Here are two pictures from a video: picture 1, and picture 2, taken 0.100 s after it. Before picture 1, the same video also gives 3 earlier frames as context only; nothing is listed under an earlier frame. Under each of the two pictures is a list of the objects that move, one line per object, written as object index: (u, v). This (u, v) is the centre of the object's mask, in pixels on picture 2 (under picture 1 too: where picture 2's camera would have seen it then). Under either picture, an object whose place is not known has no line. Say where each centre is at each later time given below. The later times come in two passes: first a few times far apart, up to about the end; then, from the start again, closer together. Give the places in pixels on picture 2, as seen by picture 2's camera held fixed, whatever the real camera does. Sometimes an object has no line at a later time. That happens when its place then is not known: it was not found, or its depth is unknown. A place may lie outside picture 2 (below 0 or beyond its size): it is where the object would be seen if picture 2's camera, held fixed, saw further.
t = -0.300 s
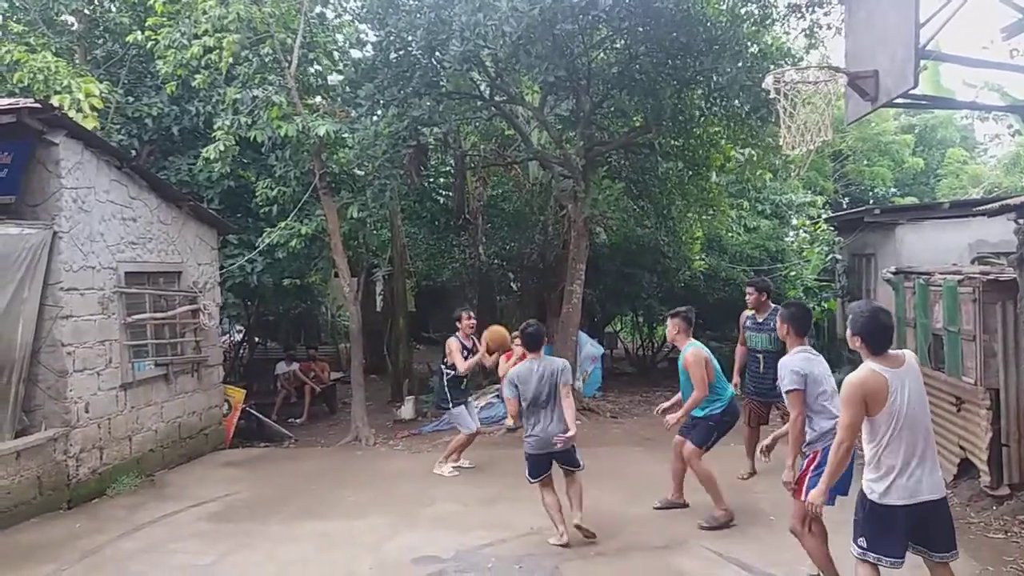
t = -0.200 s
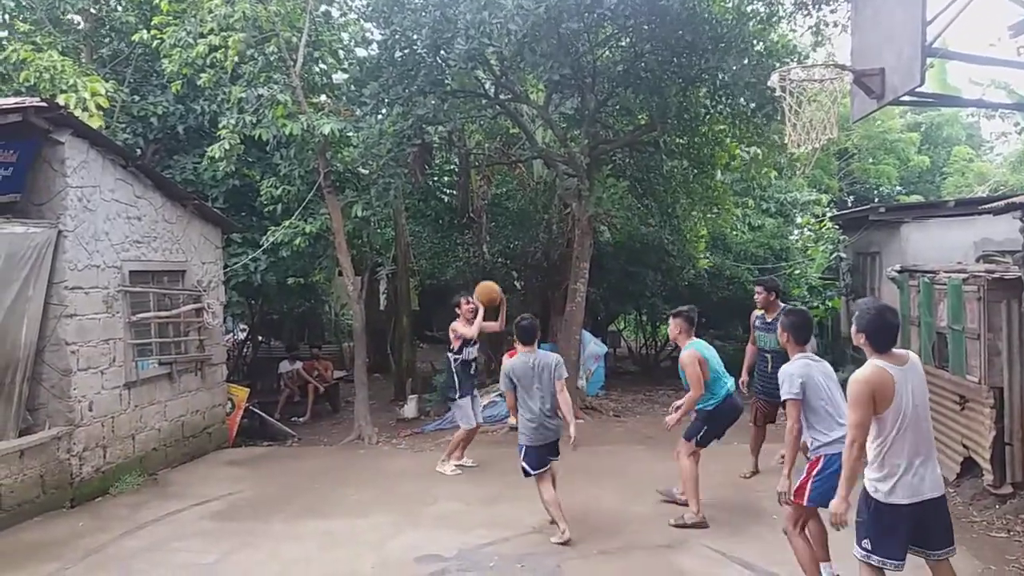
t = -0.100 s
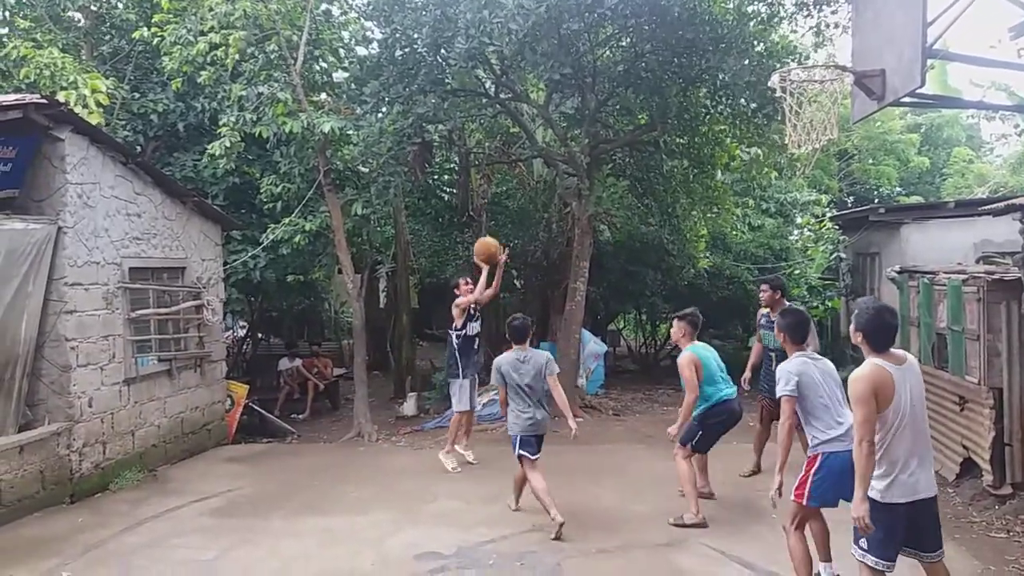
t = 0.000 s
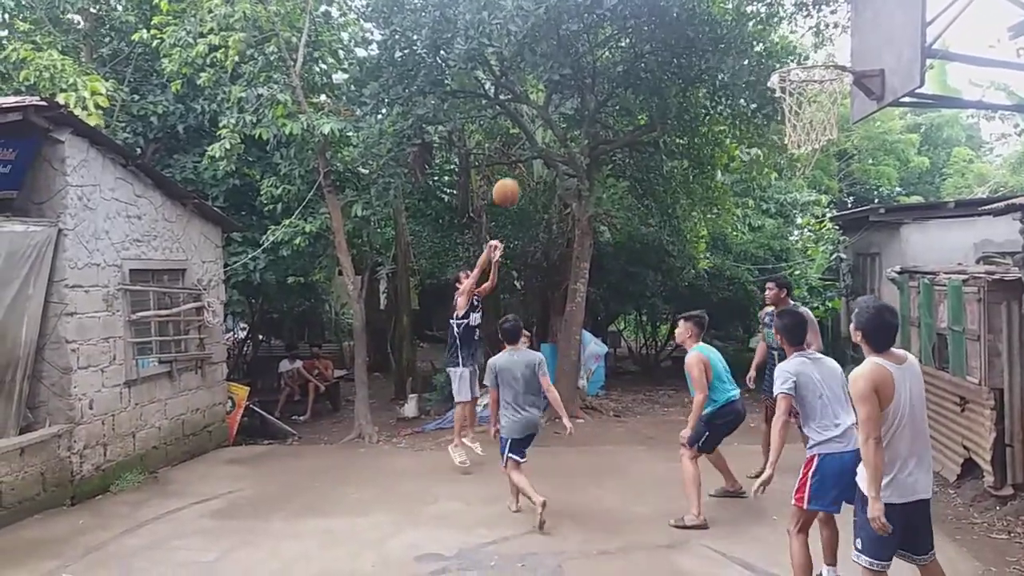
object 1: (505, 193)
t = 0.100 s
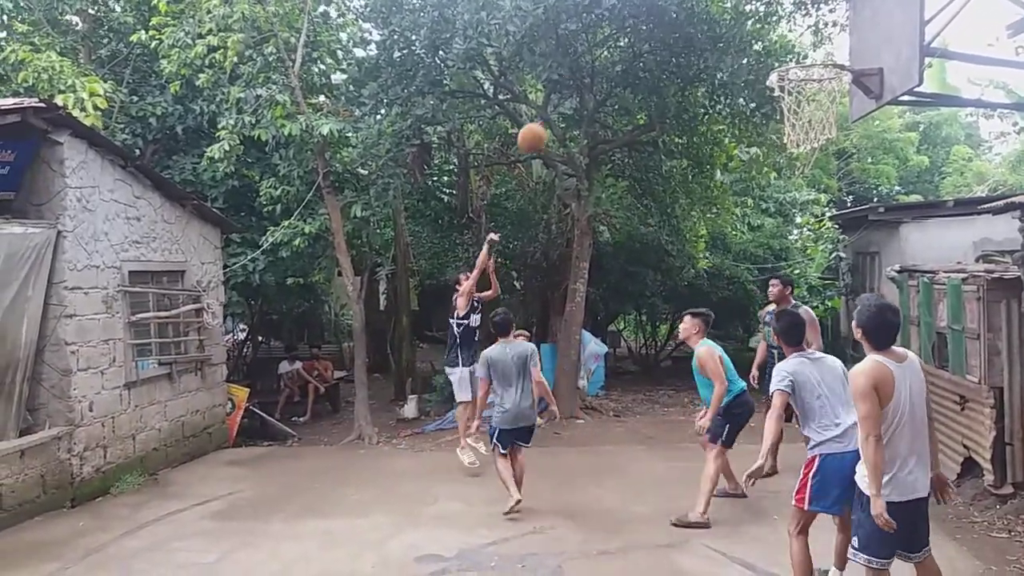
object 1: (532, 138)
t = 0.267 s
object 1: (582, 68)
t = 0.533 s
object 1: (674, 19)
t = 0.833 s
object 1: (781, 52)
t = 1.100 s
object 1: (798, 71)
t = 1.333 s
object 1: (818, 168)
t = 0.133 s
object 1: (542, 121)
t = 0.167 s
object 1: (550, 106)
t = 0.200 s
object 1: (560, 93)
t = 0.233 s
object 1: (570, 80)
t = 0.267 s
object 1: (582, 68)
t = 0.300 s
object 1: (593, 57)
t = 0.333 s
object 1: (603, 48)
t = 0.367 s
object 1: (613, 39)
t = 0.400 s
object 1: (625, 32)
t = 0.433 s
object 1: (639, 26)
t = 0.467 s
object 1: (652, 22)
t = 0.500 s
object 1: (663, 20)
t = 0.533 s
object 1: (674, 19)
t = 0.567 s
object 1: (688, 20)
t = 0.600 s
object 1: (702, 23)
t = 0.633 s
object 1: (717, 26)
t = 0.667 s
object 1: (729, 32)
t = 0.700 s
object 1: (743, 38)
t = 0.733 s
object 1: (758, 48)
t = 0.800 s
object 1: (778, 56)
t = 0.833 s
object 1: (781, 52)
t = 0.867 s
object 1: (783, 48)
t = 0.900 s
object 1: (784, 46)
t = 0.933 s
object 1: (785, 45)
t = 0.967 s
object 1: (788, 47)
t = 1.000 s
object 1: (791, 50)
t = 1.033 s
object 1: (793, 54)
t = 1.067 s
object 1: (797, 57)
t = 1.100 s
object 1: (798, 71)
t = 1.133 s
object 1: (801, 82)
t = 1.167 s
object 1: (803, 93)
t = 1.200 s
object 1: (807, 105)
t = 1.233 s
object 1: (810, 119)
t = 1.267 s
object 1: (813, 134)
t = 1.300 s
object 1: (815, 149)
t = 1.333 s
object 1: (818, 168)
